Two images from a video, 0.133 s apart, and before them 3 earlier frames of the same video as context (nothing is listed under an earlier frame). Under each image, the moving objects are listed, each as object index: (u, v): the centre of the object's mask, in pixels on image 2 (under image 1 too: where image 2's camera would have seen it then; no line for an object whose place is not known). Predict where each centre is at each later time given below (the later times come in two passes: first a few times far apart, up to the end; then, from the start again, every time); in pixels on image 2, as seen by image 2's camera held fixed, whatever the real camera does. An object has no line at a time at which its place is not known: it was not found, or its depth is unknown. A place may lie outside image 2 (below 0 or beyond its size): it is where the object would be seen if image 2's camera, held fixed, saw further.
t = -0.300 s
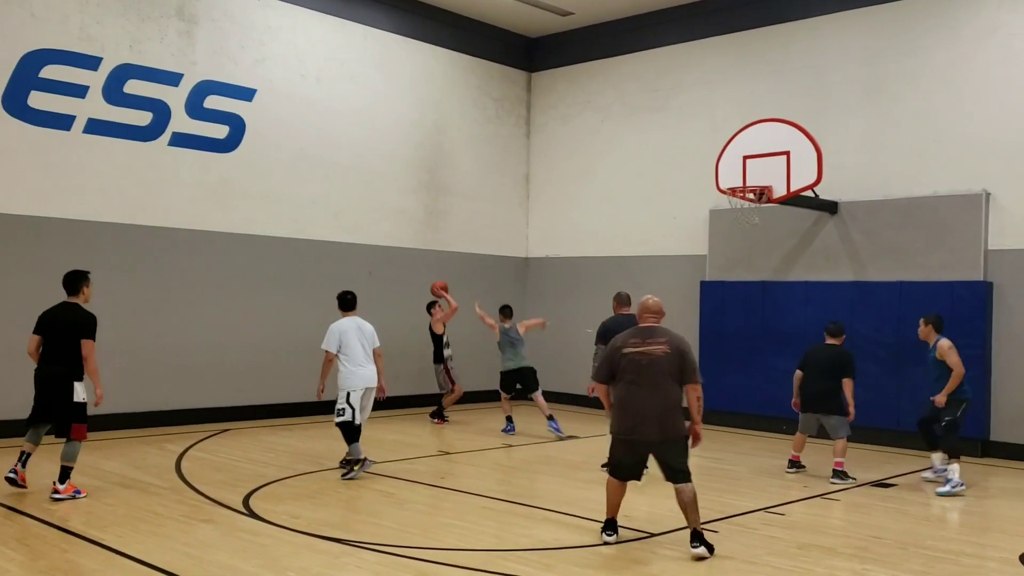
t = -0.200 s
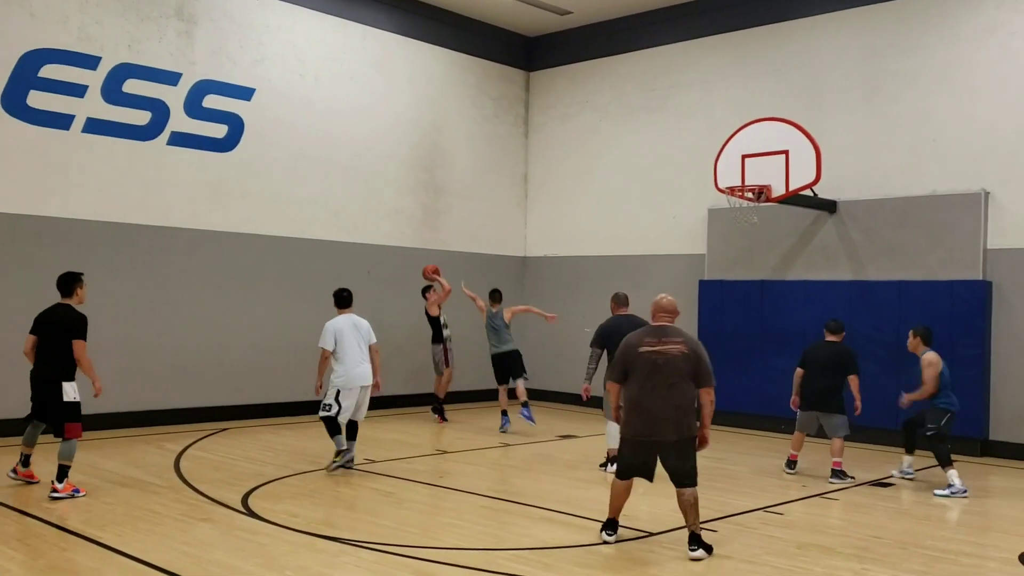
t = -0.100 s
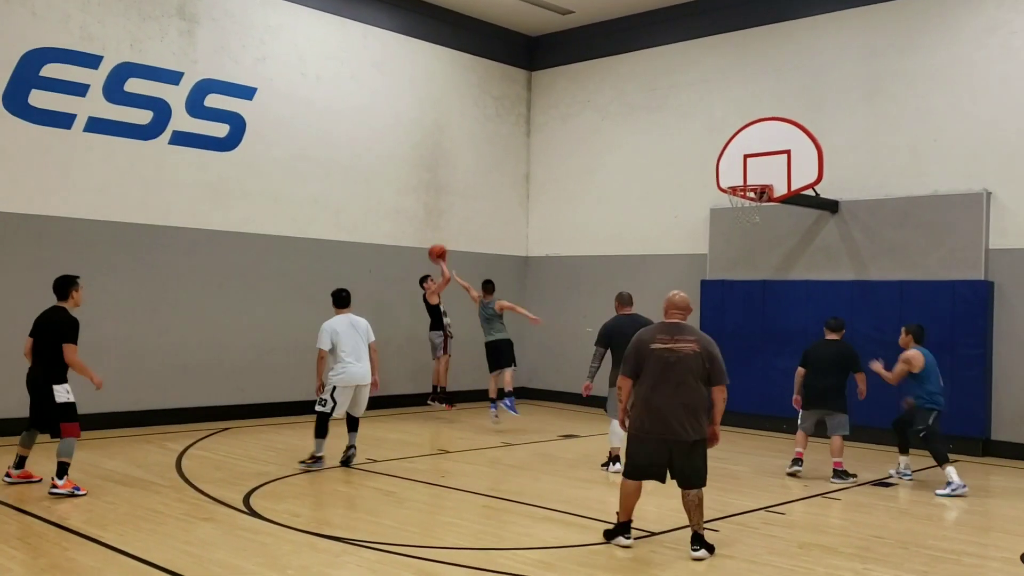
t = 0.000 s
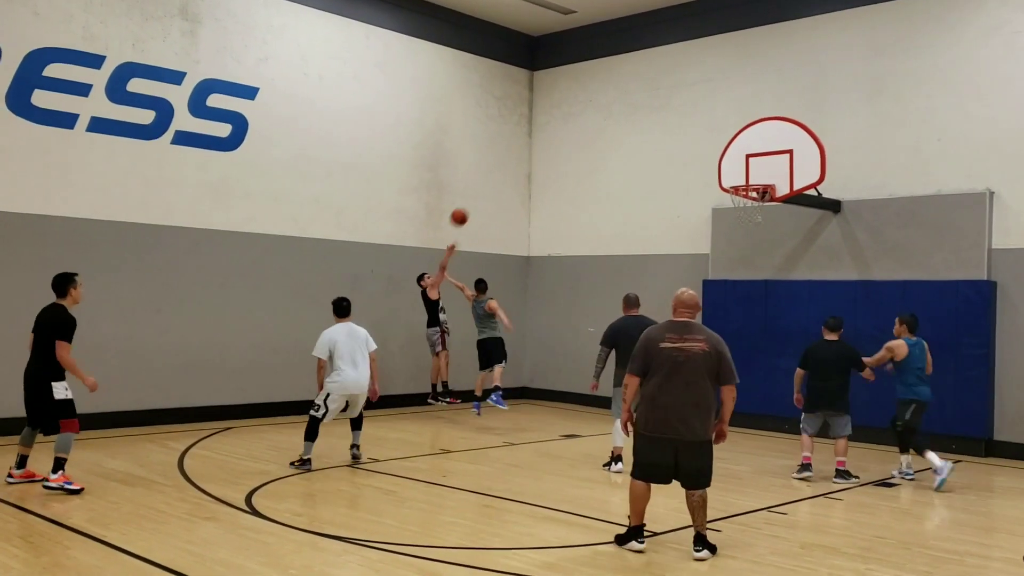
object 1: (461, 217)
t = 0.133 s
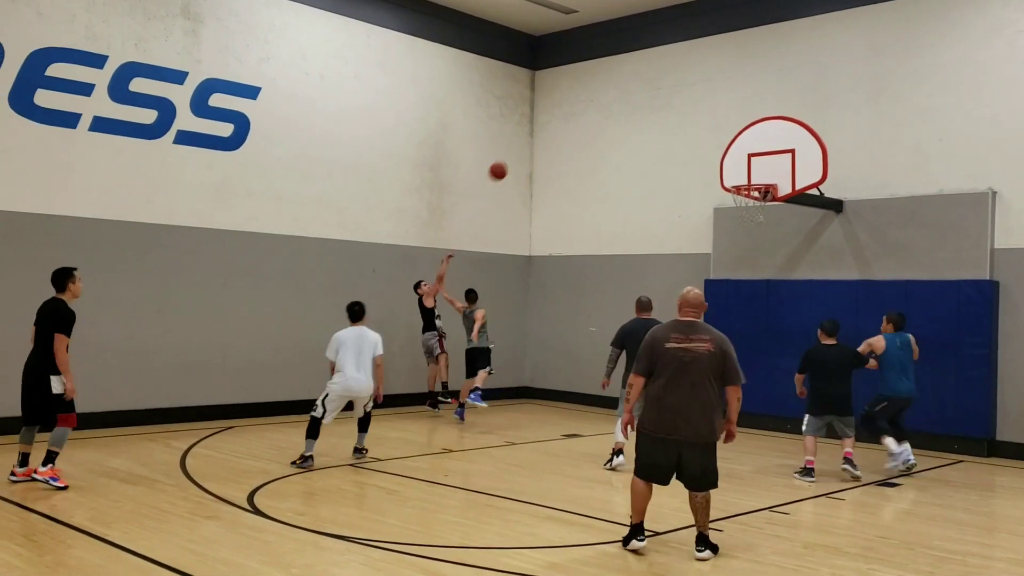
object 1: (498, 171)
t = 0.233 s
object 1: (526, 144)
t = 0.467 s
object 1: (596, 109)
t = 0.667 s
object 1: (659, 112)
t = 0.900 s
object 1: (735, 158)
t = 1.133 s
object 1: (745, 203)
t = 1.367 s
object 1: (744, 209)
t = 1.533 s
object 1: (749, 225)
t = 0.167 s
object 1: (507, 162)
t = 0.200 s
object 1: (516, 153)
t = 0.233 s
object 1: (526, 144)
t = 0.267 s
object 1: (536, 137)
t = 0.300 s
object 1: (546, 130)
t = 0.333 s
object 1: (556, 124)
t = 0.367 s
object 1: (566, 119)
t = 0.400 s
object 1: (576, 115)
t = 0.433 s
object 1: (586, 112)
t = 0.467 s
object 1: (596, 109)
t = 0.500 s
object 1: (606, 107)
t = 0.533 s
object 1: (617, 106)
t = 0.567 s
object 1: (627, 106)
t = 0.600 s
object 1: (638, 107)
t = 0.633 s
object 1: (648, 109)
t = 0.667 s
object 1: (659, 112)
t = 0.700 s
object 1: (669, 116)
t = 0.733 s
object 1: (680, 120)
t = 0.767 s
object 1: (691, 125)
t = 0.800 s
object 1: (701, 132)
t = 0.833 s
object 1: (712, 139)
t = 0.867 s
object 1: (723, 148)
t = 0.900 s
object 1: (735, 158)
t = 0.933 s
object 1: (746, 168)
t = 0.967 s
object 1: (758, 177)
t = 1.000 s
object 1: (758, 181)
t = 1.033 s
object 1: (759, 190)
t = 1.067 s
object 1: (754, 194)
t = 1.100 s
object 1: (750, 197)
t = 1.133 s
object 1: (745, 203)
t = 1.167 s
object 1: (742, 208)
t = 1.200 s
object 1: (740, 208)
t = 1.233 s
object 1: (740, 208)
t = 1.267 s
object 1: (740, 207)
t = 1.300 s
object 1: (742, 205)
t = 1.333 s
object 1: (742, 206)
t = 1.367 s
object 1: (744, 209)
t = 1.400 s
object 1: (745, 210)
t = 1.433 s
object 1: (746, 211)
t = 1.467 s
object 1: (747, 215)
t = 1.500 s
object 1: (748, 219)
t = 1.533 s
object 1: (749, 225)
